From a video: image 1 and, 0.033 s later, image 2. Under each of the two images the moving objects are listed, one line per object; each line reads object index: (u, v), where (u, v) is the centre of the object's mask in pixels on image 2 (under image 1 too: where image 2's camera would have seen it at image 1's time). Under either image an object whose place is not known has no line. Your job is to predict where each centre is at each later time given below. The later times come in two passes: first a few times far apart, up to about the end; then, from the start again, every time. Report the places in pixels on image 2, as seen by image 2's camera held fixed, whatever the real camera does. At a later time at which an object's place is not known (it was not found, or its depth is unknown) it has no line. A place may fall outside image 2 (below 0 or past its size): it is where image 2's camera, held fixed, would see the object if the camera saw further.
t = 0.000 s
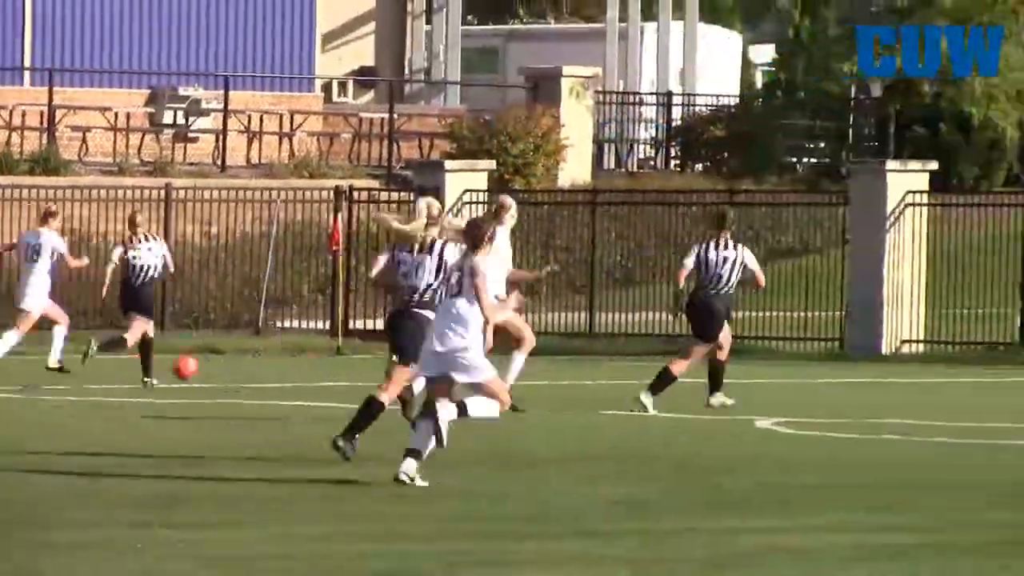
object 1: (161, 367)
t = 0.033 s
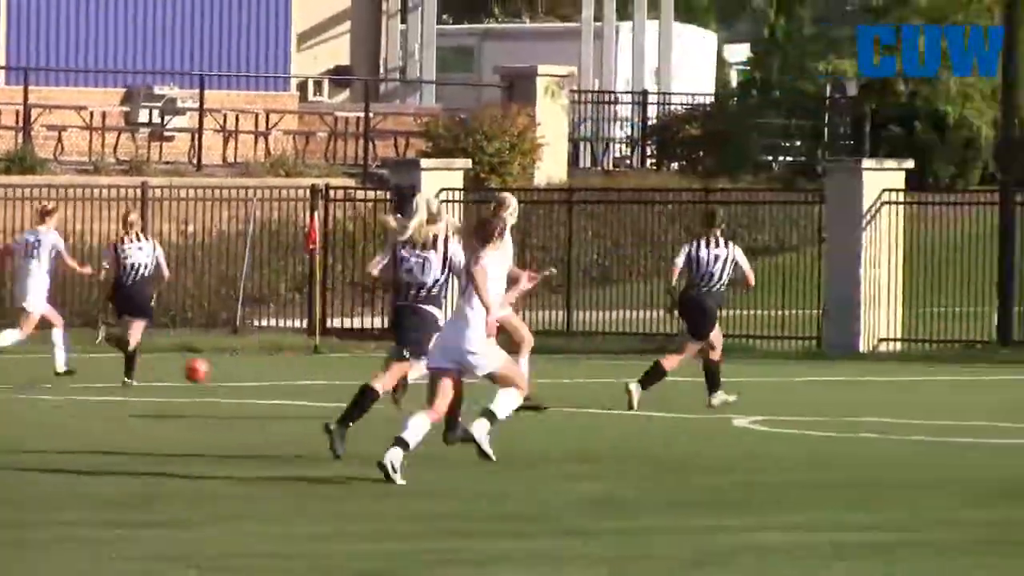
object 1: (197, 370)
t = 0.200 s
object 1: (342, 359)
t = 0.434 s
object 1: (516, 363)
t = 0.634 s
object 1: (638, 367)
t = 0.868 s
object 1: (771, 368)
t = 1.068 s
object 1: (886, 371)
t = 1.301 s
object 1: (1014, 370)
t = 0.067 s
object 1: (230, 371)
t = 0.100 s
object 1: (259, 365)
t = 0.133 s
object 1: (287, 362)
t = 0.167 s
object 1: (315, 360)
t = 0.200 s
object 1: (342, 359)
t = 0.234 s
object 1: (370, 359)
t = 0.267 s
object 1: (398, 361)
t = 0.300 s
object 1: (424, 364)
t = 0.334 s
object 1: (450, 370)
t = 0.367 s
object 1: (472, 367)
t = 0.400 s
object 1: (494, 363)
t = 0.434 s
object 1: (516, 363)
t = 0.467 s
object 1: (536, 362)
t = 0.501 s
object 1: (557, 363)
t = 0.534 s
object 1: (577, 366)
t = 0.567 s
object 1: (597, 370)
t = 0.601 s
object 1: (618, 370)
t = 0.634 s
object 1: (638, 367)
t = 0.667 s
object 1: (658, 367)
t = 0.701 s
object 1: (678, 368)
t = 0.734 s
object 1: (698, 370)
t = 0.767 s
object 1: (717, 369)
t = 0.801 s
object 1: (735, 368)
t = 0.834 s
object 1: (753, 367)
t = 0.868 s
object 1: (771, 368)
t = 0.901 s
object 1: (791, 370)
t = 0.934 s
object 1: (810, 370)
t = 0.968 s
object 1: (829, 368)
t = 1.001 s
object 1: (848, 368)
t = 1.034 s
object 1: (868, 370)
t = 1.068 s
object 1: (886, 371)
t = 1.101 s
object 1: (905, 370)
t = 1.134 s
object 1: (923, 369)
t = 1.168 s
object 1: (941, 369)
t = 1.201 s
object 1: (960, 371)
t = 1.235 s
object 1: (977, 371)
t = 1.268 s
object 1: (996, 371)
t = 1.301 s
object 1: (1014, 370)
